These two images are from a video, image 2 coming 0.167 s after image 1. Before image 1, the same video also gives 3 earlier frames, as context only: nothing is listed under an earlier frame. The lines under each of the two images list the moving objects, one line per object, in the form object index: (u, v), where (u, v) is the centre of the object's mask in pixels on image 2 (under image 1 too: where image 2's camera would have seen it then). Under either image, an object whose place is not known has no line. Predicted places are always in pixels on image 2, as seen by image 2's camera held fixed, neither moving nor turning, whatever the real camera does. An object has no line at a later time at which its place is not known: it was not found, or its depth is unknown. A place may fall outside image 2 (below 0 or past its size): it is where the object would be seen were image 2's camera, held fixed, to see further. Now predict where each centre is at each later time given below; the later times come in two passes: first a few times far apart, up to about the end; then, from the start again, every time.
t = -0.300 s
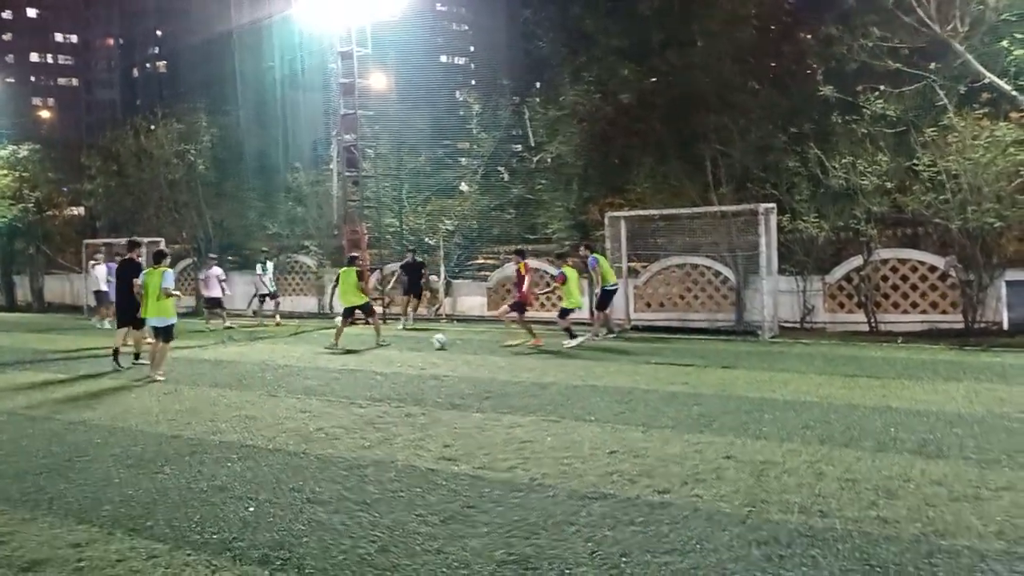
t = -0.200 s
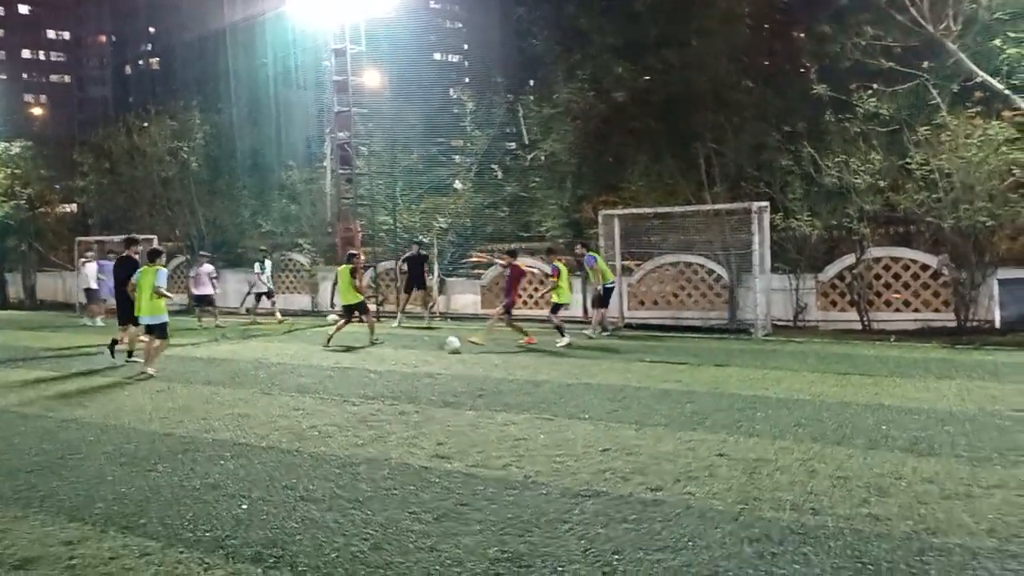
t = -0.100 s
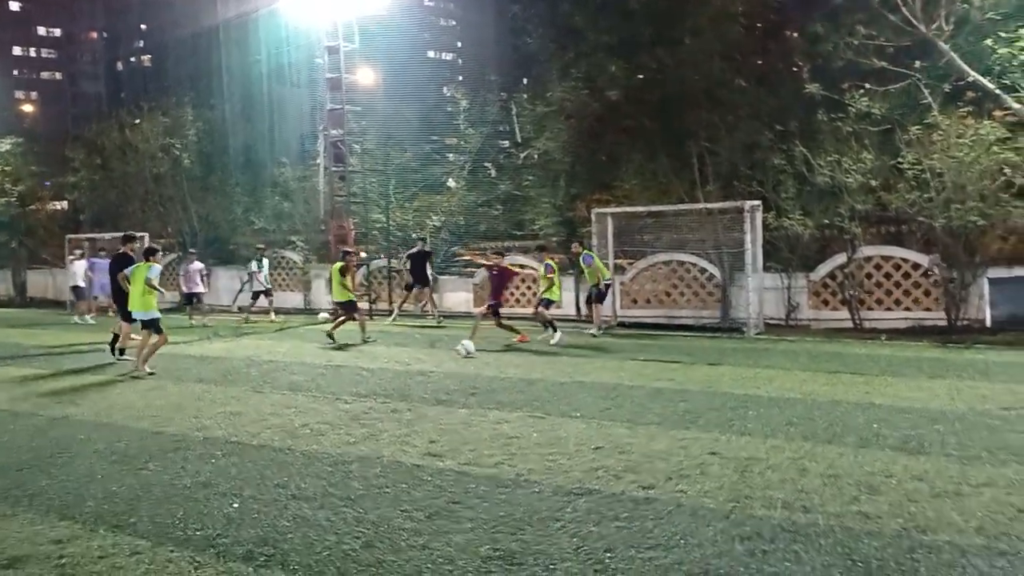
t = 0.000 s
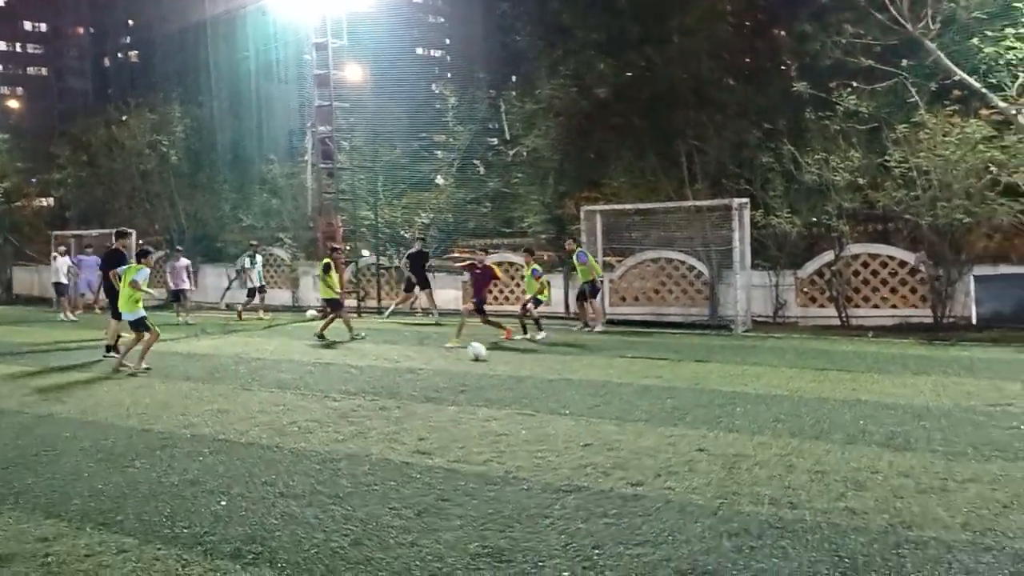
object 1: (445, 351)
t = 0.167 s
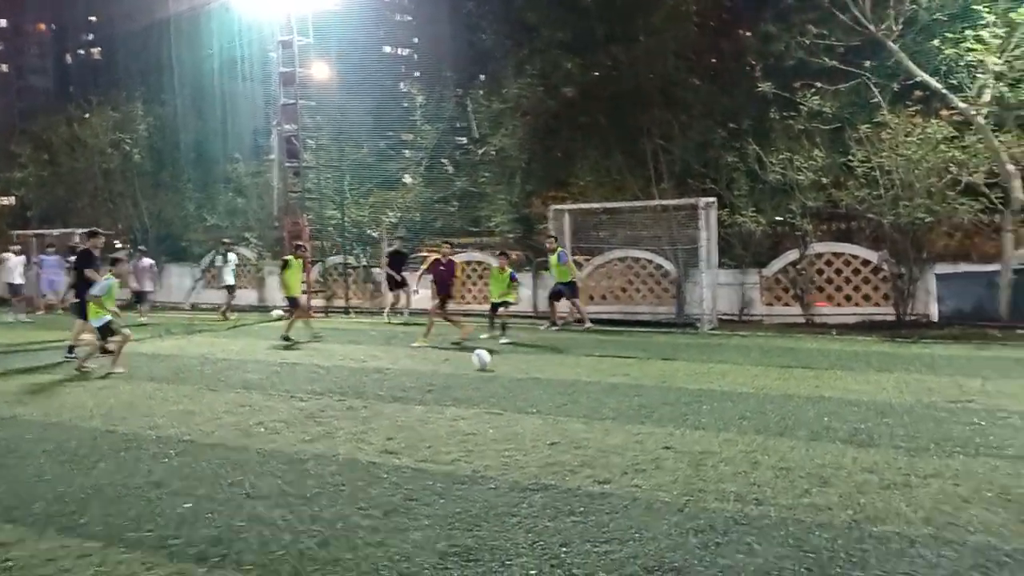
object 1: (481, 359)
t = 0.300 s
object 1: (513, 365)
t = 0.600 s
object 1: (602, 389)
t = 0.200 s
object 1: (489, 362)
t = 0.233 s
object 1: (497, 362)
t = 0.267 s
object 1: (505, 363)
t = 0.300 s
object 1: (513, 365)
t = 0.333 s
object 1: (522, 368)
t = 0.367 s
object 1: (531, 372)
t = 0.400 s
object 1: (540, 373)
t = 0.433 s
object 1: (548, 375)
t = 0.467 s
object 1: (558, 377)
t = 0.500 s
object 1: (569, 381)
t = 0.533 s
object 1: (580, 383)
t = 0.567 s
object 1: (591, 387)
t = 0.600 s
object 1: (602, 389)
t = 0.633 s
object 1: (614, 391)
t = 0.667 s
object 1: (627, 394)
